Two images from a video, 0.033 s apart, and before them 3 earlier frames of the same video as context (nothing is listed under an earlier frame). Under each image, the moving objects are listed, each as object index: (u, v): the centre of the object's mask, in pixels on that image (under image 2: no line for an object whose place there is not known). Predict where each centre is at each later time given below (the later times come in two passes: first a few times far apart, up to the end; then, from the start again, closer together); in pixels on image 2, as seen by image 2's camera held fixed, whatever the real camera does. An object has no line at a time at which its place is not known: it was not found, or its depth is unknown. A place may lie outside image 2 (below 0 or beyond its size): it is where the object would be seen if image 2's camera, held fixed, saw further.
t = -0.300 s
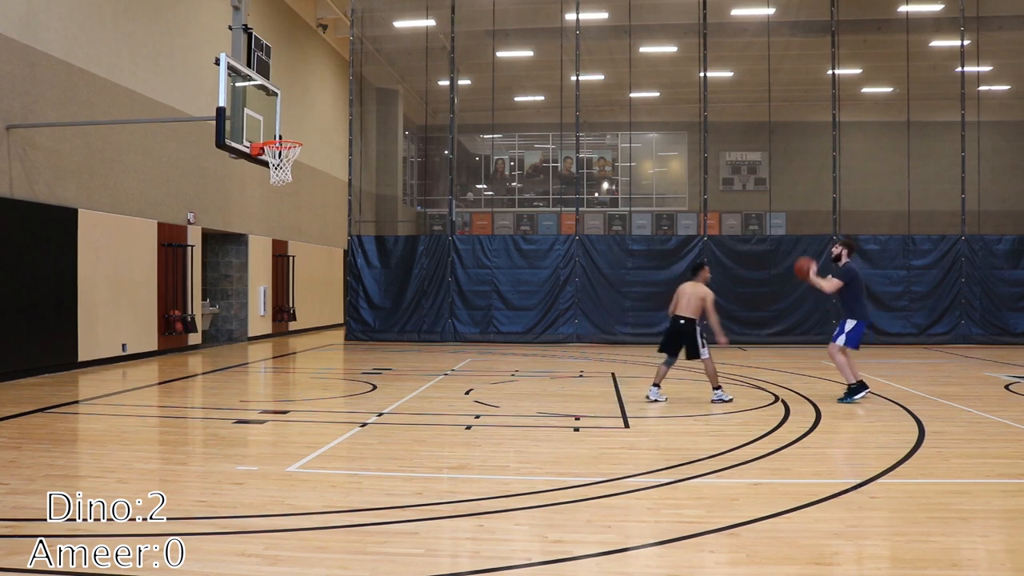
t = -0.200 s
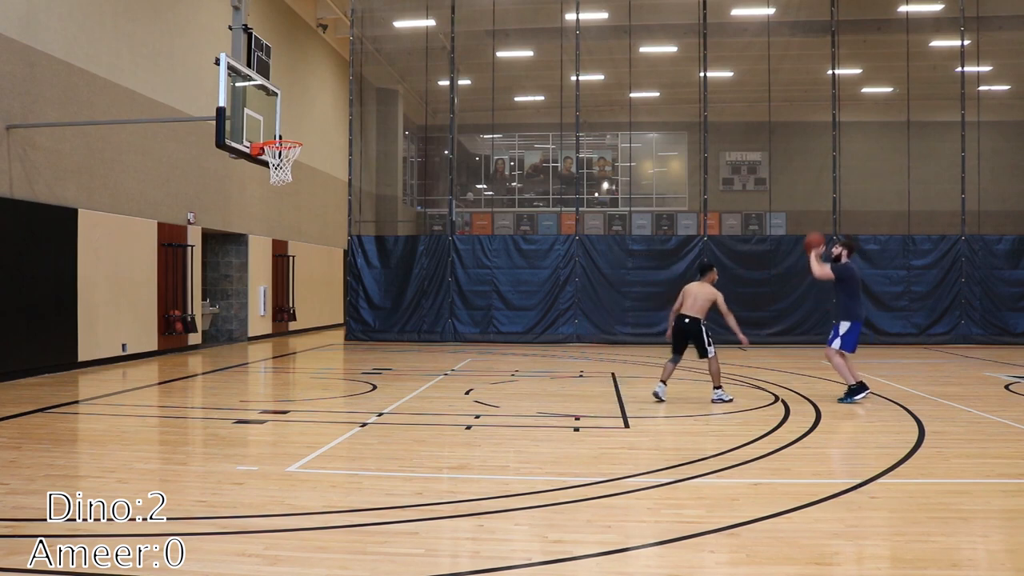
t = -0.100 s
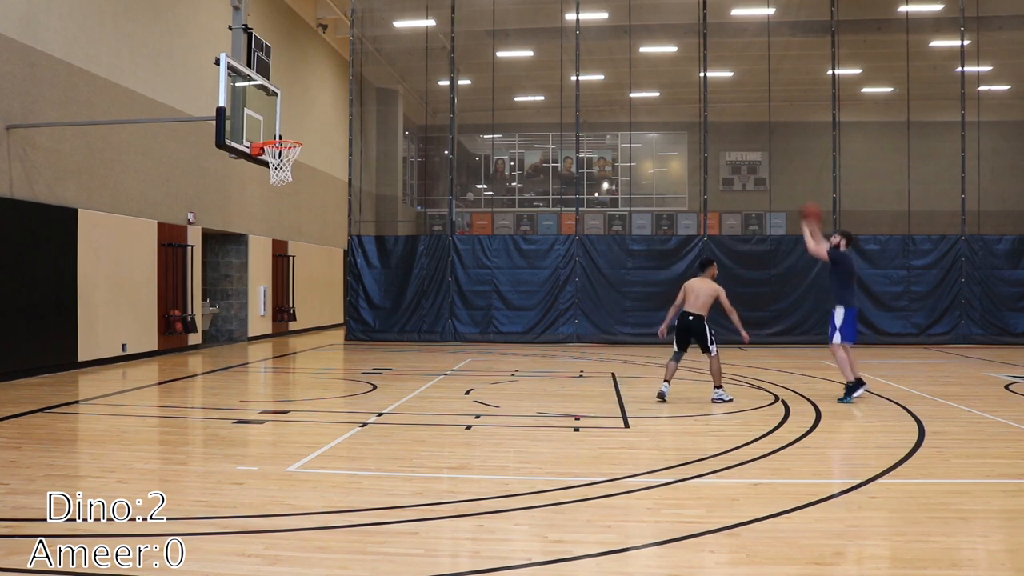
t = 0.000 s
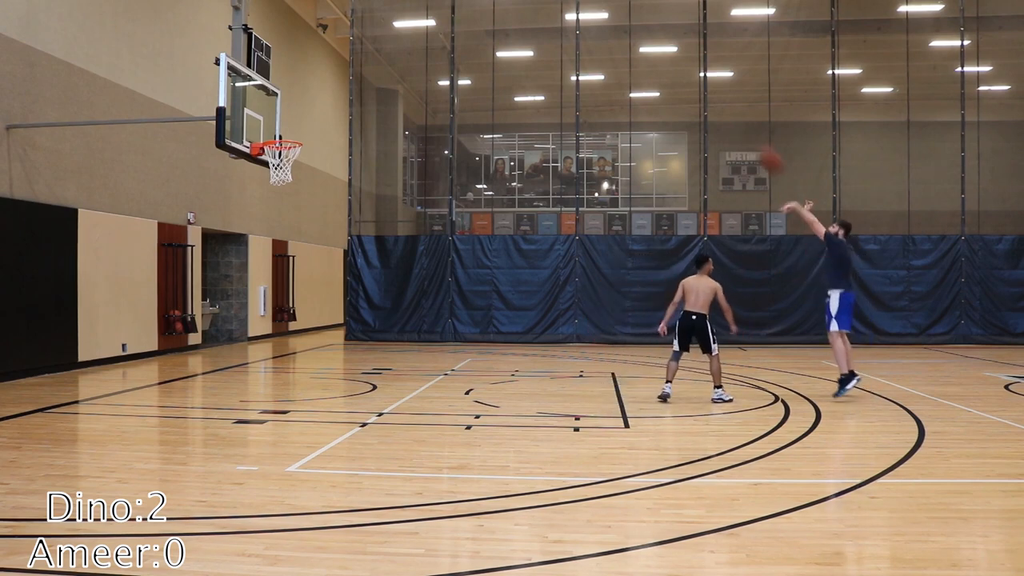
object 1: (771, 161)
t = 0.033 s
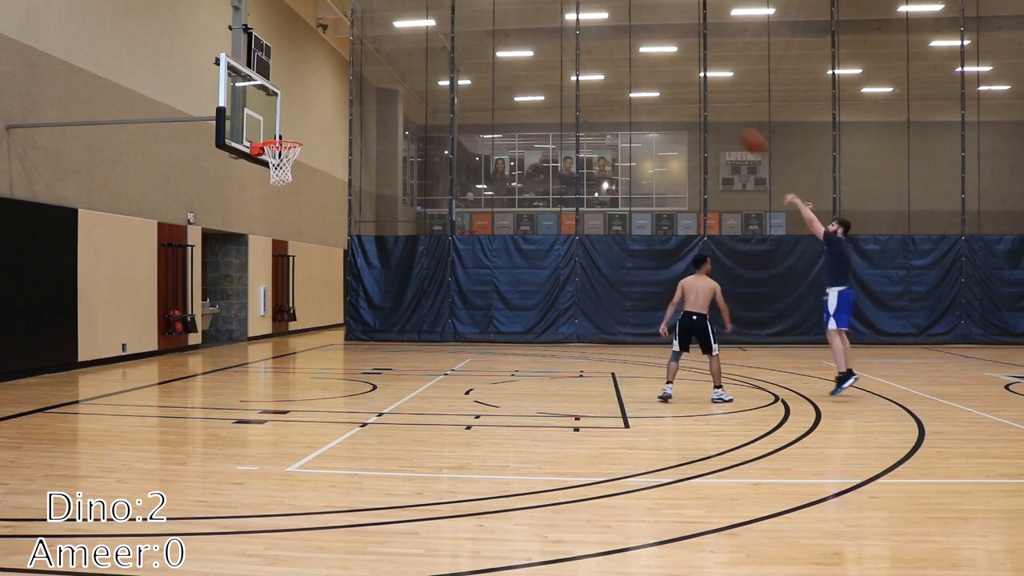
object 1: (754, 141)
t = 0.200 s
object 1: (678, 73)
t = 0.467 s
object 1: (560, 10)
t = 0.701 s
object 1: (464, 7)
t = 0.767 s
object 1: (437, 12)
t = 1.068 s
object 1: (316, 86)
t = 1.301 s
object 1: (277, 107)
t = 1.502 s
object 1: (289, 83)
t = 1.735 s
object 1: (299, 92)
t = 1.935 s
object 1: (308, 127)
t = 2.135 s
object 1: (315, 184)
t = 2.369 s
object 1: (323, 275)
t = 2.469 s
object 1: (326, 321)
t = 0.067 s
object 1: (739, 128)
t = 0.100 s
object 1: (724, 113)
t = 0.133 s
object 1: (709, 98)
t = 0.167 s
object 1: (692, 85)
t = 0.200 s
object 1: (678, 73)
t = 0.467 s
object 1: (560, 10)
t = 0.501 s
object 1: (547, 8)
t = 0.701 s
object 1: (464, 7)
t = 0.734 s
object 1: (449, 9)
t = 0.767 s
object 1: (437, 12)
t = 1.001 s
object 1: (341, 65)
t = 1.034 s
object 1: (329, 74)
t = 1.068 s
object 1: (316, 86)
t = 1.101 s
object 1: (304, 98)
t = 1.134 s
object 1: (291, 112)
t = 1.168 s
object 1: (280, 124)
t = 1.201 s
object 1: (271, 132)
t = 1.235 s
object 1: (273, 123)
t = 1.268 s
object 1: (275, 114)
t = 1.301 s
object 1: (277, 107)
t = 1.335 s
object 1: (279, 101)
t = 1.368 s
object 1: (281, 96)
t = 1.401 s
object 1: (283, 91)
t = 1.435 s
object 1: (285, 88)
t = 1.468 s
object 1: (287, 85)
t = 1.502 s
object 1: (289, 83)
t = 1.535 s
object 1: (290, 82)
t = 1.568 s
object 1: (292, 82)
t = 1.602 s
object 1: (293, 83)
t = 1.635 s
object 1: (295, 84)
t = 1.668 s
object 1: (297, 86)
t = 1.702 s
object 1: (298, 89)
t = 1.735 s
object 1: (299, 92)
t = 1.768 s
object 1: (301, 96)
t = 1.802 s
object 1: (303, 101)
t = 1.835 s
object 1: (304, 107)
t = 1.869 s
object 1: (305, 113)
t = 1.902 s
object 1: (307, 120)
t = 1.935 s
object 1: (308, 127)
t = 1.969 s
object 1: (309, 135)
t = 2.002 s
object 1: (310, 143)
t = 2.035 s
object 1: (312, 153)
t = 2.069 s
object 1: (313, 163)
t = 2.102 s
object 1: (314, 173)
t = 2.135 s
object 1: (315, 184)
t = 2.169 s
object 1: (316, 195)
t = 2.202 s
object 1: (317, 207)
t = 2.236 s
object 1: (318, 220)
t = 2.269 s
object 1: (319, 234)
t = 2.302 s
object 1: (320, 247)
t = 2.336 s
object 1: (322, 261)
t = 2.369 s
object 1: (323, 275)
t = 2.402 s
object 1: (324, 291)
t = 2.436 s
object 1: (325, 307)
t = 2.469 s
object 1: (326, 321)
